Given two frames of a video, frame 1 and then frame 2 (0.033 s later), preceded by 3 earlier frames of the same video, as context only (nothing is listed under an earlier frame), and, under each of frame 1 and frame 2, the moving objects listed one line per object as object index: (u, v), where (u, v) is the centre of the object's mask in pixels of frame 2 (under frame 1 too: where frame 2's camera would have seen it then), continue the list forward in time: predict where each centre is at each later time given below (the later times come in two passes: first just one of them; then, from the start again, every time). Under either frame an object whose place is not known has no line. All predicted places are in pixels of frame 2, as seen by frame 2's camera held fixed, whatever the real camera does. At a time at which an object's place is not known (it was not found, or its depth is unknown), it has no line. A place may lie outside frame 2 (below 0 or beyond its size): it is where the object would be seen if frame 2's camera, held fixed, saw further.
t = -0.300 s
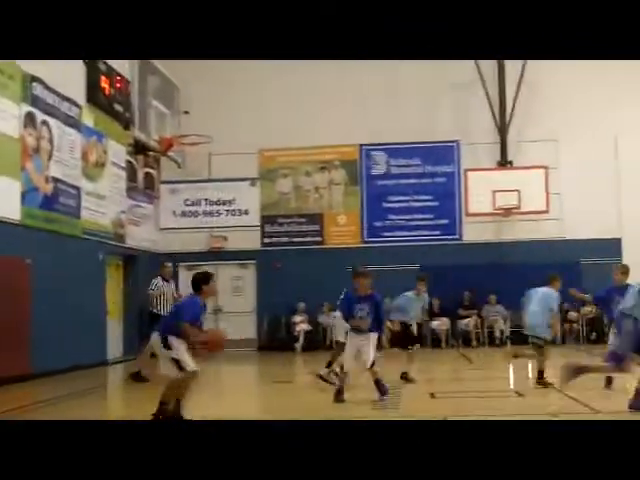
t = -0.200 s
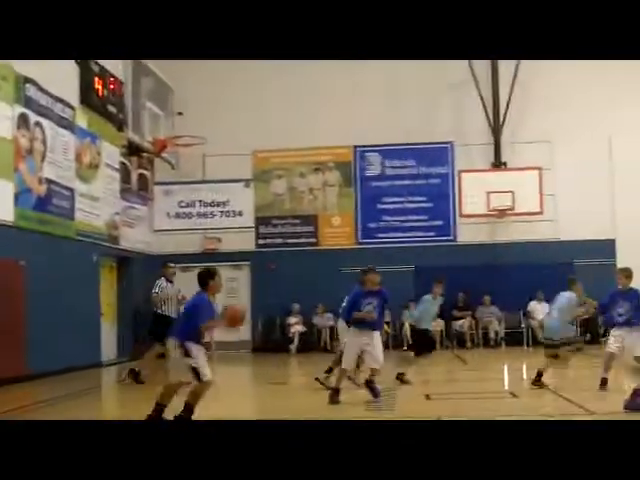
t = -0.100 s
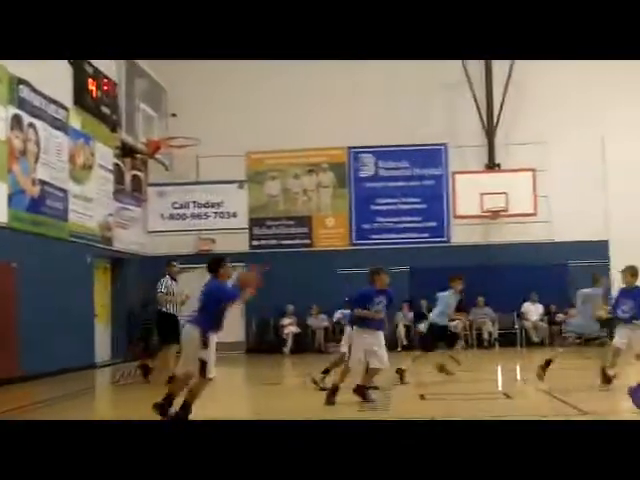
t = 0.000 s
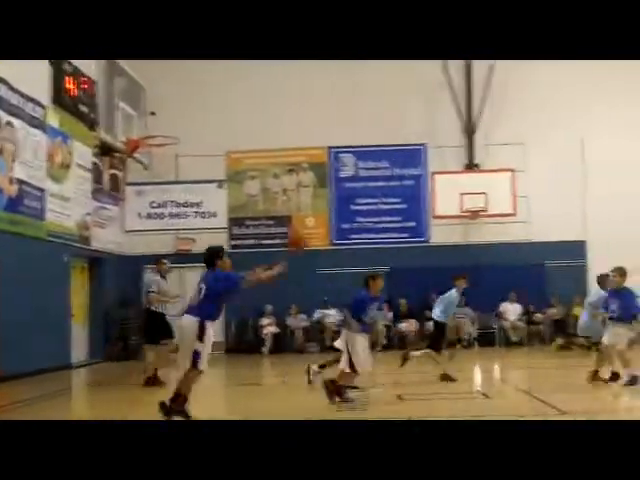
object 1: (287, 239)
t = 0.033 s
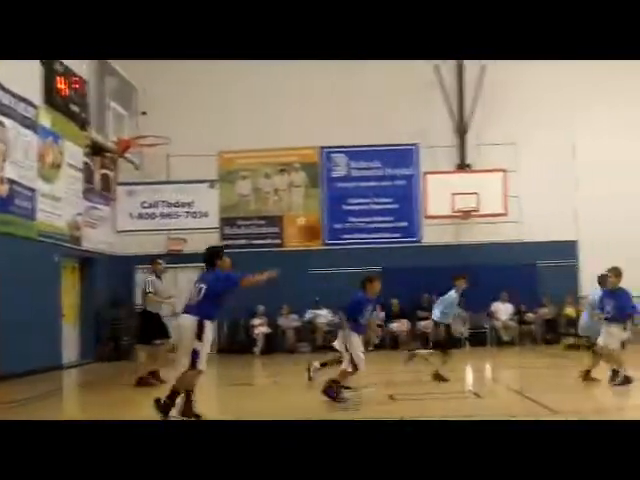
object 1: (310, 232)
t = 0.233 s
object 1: (453, 189)
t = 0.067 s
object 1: (338, 218)
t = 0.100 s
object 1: (362, 211)
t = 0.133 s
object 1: (387, 203)
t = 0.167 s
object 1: (411, 200)
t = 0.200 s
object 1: (432, 192)
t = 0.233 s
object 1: (453, 189)
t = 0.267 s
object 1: (476, 186)
